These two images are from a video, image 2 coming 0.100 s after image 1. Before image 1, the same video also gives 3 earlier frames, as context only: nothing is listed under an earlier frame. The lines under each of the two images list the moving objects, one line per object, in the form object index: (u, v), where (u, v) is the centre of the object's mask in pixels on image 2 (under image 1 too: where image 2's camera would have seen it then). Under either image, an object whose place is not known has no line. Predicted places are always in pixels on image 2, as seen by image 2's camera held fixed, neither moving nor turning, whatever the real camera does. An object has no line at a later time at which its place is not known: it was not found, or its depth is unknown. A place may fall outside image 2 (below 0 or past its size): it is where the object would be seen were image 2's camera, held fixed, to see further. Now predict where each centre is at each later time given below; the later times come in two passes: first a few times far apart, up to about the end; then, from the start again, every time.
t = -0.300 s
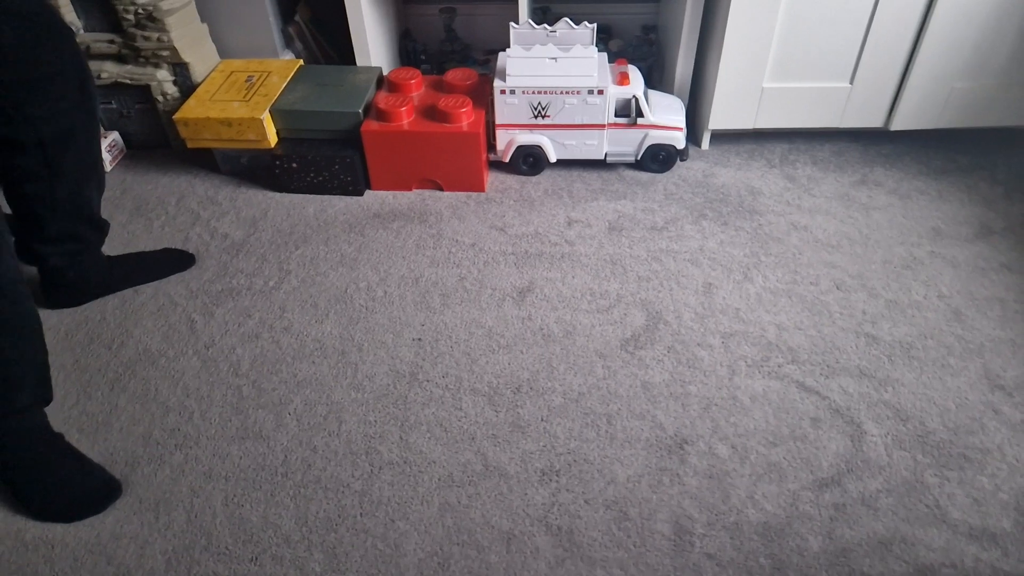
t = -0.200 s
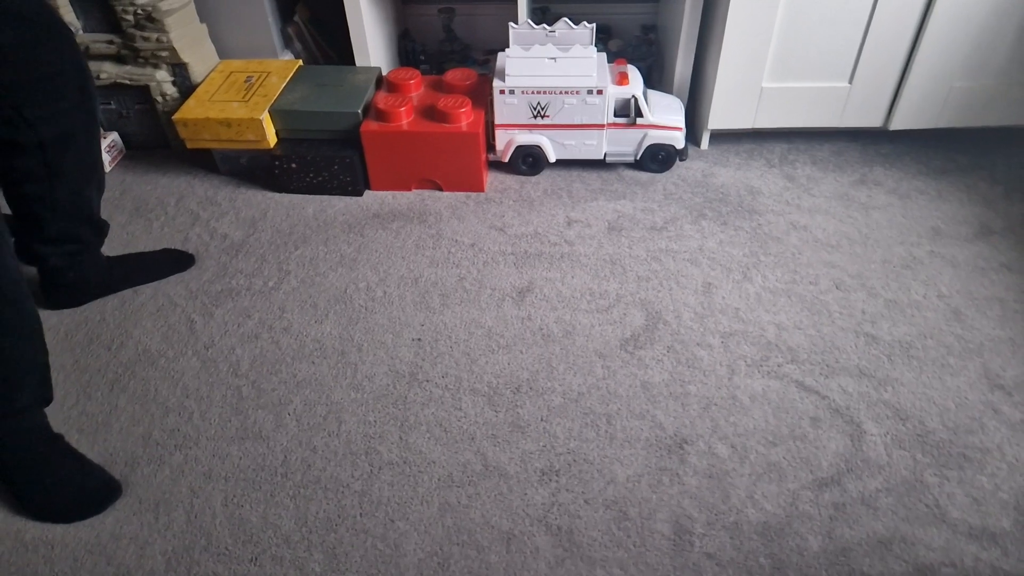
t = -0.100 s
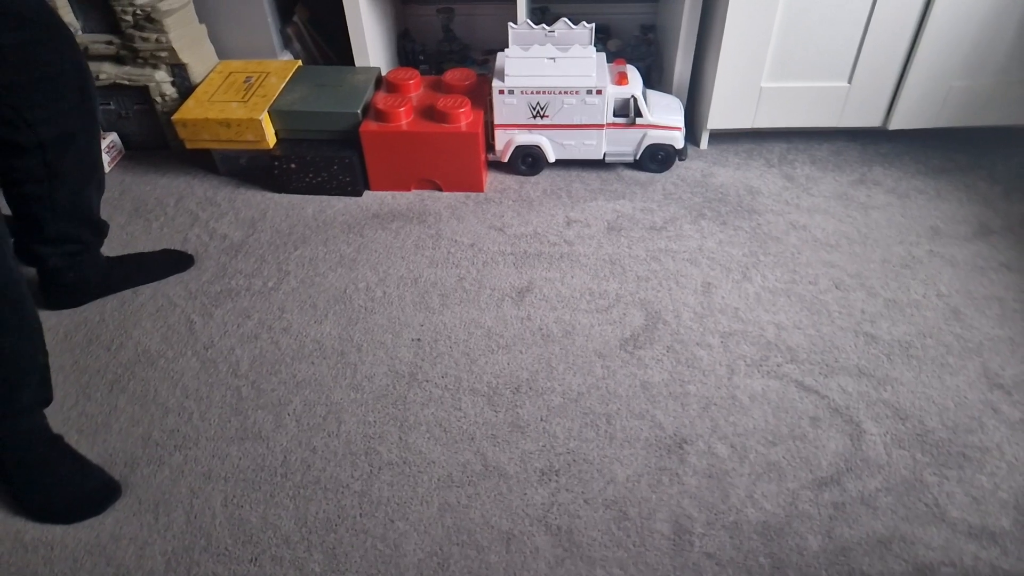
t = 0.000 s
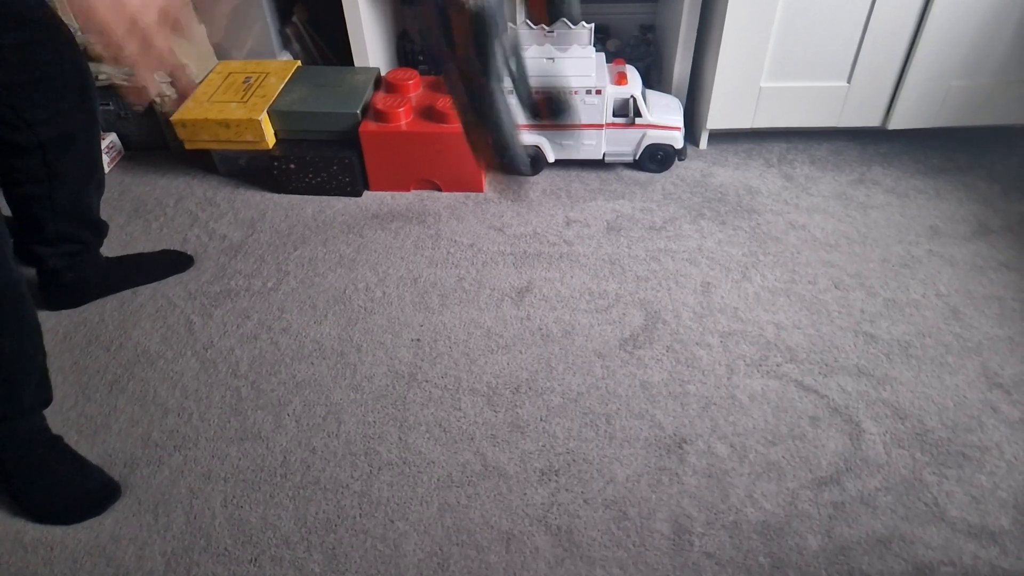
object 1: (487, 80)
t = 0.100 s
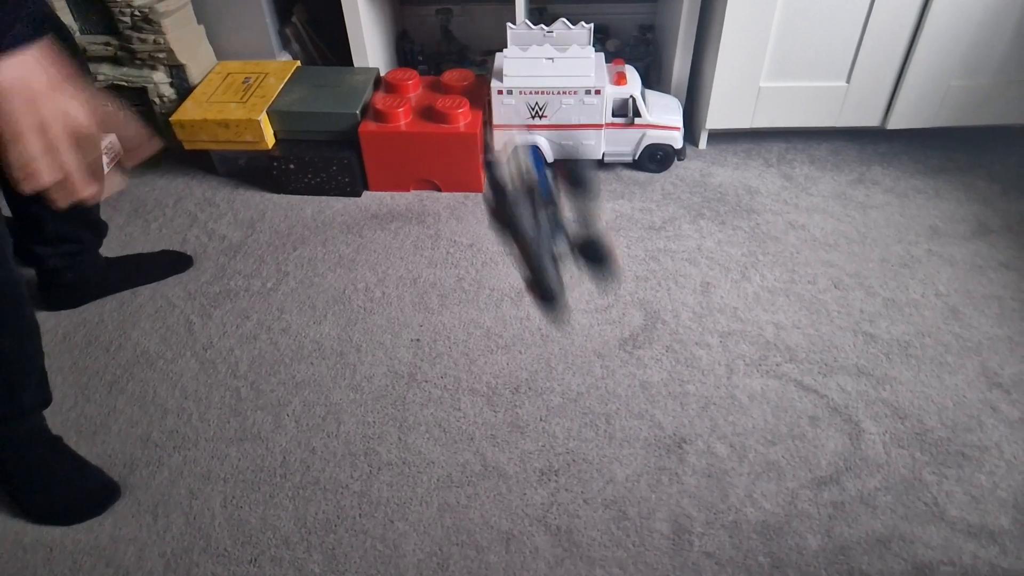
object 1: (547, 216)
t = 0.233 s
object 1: (582, 367)
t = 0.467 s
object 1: (610, 468)
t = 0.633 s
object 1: (582, 424)
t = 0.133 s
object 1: (557, 255)
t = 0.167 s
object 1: (566, 298)
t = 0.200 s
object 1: (573, 334)
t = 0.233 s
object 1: (582, 367)
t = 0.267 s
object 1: (591, 395)
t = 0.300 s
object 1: (600, 422)
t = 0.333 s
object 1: (608, 447)
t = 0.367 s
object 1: (615, 475)
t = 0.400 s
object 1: (619, 485)
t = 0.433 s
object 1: (615, 479)
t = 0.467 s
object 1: (610, 468)
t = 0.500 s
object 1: (603, 459)
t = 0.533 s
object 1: (597, 449)
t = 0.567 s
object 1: (591, 440)
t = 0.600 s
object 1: (586, 432)
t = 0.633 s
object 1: (582, 424)
